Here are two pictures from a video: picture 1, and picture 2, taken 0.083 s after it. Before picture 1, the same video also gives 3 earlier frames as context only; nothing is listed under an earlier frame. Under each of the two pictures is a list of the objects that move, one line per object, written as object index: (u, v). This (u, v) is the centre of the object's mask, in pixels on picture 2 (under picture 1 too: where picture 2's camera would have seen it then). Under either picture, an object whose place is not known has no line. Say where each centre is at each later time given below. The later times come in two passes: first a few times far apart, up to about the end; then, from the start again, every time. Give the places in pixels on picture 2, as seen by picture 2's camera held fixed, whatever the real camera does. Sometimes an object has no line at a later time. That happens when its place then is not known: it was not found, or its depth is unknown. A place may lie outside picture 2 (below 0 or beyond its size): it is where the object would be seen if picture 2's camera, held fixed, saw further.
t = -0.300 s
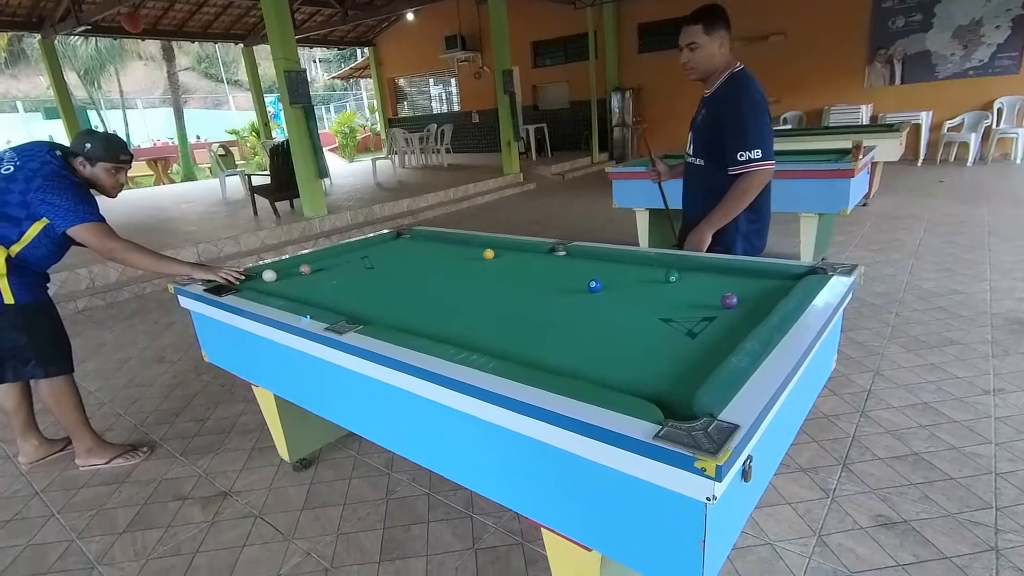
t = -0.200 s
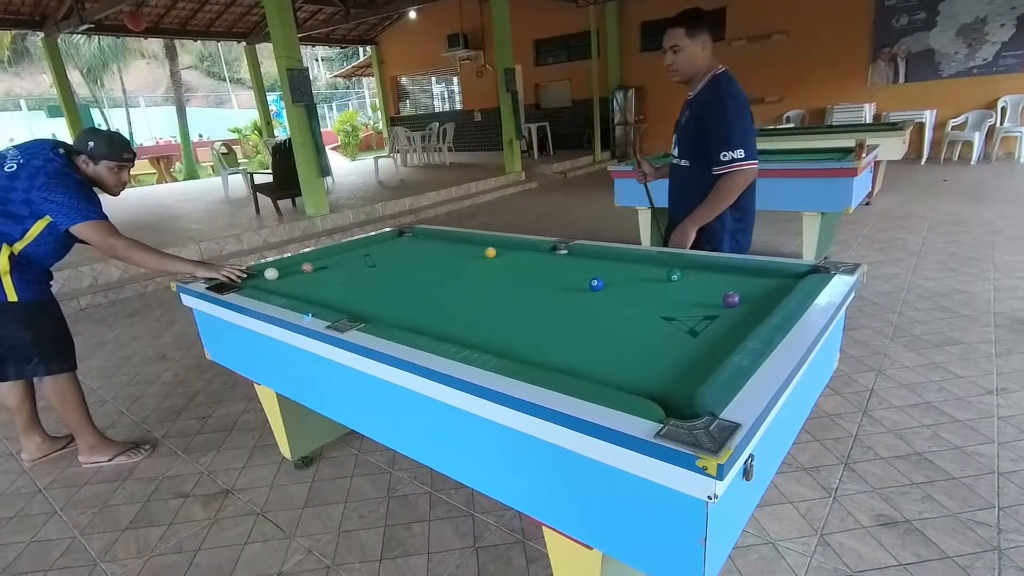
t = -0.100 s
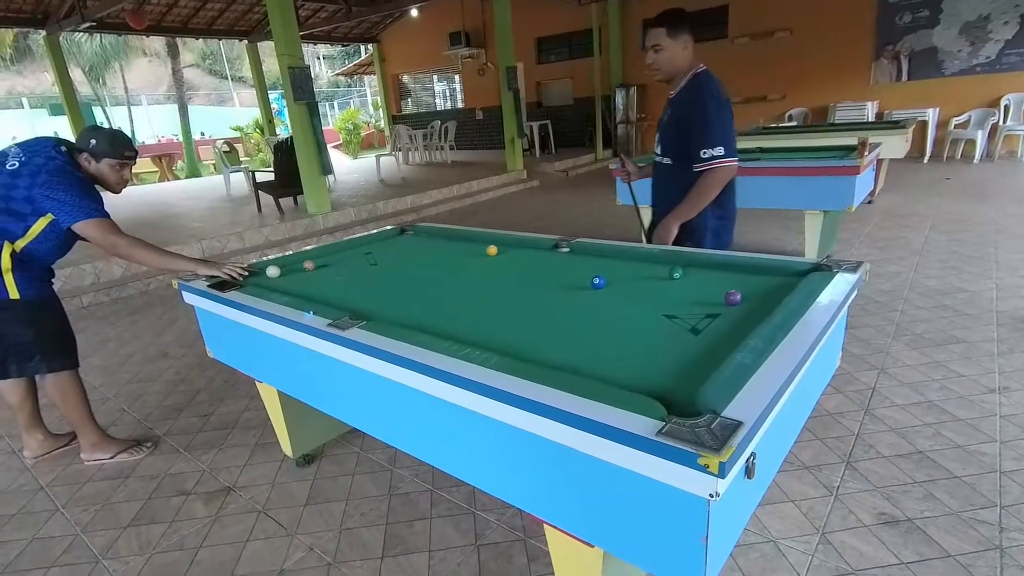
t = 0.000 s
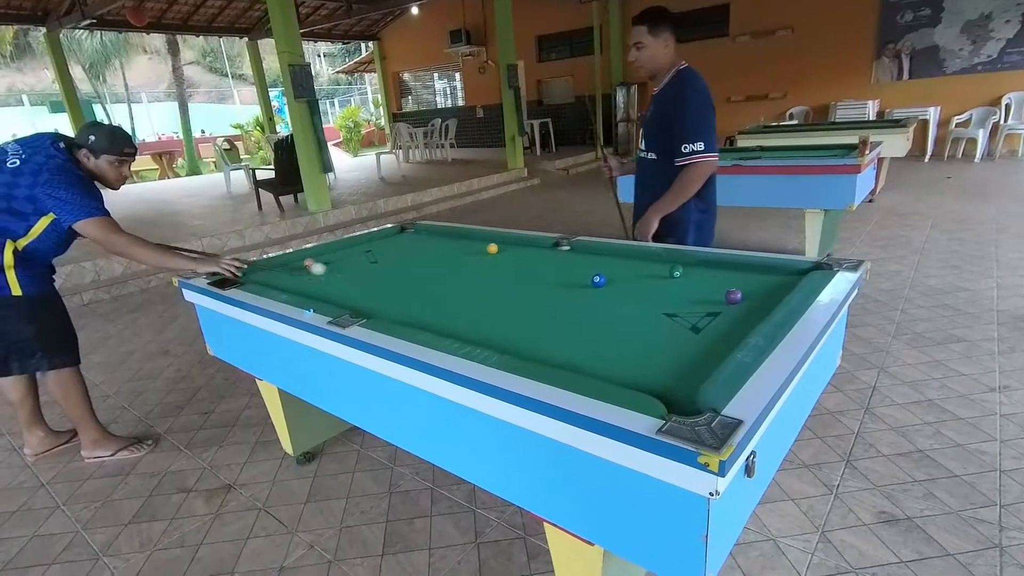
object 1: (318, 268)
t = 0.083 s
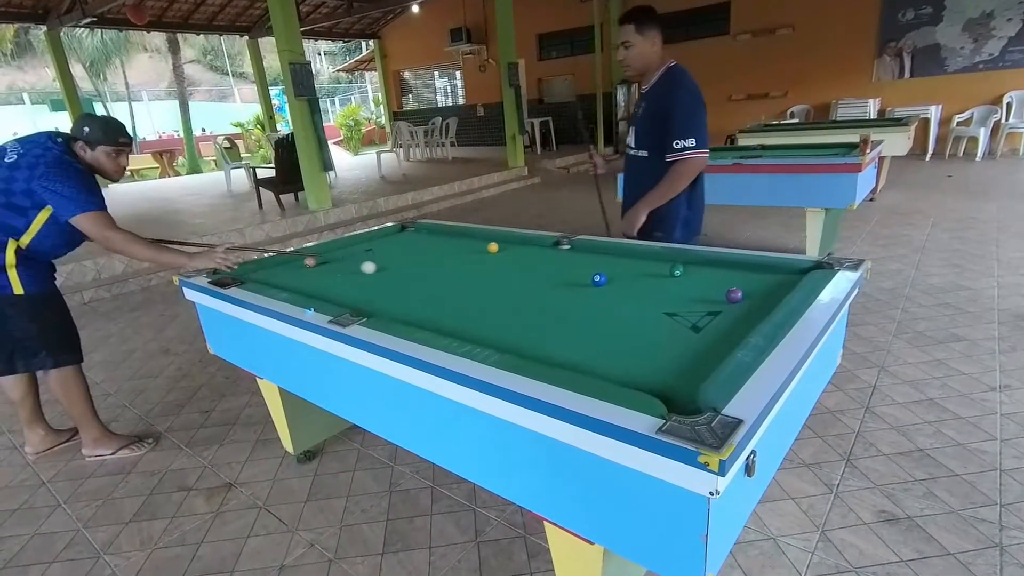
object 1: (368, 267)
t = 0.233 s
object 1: (450, 267)
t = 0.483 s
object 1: (573, 266)
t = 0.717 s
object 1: (698, 264)
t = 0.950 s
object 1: (795, 276)
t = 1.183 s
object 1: (715, 280)
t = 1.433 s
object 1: (637, 283)
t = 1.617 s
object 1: (583, 284)
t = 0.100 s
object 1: (378, 267)
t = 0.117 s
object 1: (388, 267)
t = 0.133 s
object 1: (397, 267)
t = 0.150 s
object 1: (406, 267)
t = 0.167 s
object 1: (415, 267)
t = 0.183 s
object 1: (424, 267)
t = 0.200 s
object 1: (433, 267)
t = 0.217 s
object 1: (441, 267)
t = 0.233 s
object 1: (450, 267)
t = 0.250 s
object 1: (458, 267)
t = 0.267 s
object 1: (466, 267)
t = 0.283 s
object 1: (474, 267)
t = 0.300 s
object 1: (482, 267)
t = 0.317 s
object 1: (490, 267)
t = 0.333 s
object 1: (498, 267)
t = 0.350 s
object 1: (506, 266)
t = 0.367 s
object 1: (514, 266)
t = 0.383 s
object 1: (522, 266)
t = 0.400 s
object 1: (531, 266)
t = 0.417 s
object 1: (539, 266)
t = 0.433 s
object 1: (547, 266)
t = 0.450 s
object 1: (556, 266)
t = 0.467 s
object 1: (564, 266)
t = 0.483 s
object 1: (573, 266)
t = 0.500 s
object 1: (581, 266)
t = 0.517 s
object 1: (589, 265)
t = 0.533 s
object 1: (598, 265)
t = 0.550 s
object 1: (607, 265)
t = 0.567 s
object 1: (616, 265)
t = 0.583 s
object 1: (625, 265)
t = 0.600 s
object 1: (634, 265)
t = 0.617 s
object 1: (643, 265)
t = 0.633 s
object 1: (651, 265)
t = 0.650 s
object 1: (661, 265)
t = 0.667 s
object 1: (668, 263)
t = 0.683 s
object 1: (681, 262)
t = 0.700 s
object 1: (689, 264)
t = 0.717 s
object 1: (698, 264)
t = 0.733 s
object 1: (708, 264)
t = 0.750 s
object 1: (716, 264)
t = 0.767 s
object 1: (726, 264)
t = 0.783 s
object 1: (735, 264)
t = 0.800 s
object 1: (741, 264)
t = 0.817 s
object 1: (747, 266)
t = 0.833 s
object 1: (752, 268)
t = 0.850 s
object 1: (758, 269)
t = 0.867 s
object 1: (764, 270)
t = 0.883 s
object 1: (771, 271)
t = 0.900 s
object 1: (778, 273)
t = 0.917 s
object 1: (783, 274)
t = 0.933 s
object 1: (790, 276)
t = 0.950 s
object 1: (795, 276)
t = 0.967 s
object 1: (791, 277)
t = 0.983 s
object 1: (785, 278)
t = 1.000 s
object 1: (778, 278)
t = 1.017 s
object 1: (771, 278)
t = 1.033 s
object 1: (765, 278)
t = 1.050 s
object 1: (759, 279)
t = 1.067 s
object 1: (753, 279)
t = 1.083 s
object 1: (748, 279)
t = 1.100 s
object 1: (742, 279)
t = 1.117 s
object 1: (737, 279)
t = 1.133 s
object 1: (731, 280)
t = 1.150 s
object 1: (726, 280)
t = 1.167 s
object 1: (720, 280)
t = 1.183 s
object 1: (715, 280)
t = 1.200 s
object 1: (710, 280)
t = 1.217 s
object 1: (704, 280)
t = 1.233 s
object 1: (699, 281)
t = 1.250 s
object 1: (693, 281)
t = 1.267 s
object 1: (688, 281)
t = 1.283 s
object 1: (683, 281)
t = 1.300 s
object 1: (678, 281)
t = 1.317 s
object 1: (673, 282)
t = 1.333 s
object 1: (667, 282)
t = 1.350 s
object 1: (662, 282)
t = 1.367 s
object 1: (657, 282)
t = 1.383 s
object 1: (652, 282)
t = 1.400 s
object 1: (647, 282)
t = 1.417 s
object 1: (642, 283)
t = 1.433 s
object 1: (637, 283)
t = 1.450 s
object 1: (632, 283)
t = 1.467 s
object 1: (627, 283)
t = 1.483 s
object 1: (622, 283)
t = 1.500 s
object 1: (617, 283)
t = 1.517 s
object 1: (612, 283)
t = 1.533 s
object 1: (607, 283)
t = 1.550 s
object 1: (602, 284)
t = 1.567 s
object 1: (598, 284)
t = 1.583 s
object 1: (593, 284)
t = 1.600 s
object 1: (588, 284)
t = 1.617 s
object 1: (583, 284)
